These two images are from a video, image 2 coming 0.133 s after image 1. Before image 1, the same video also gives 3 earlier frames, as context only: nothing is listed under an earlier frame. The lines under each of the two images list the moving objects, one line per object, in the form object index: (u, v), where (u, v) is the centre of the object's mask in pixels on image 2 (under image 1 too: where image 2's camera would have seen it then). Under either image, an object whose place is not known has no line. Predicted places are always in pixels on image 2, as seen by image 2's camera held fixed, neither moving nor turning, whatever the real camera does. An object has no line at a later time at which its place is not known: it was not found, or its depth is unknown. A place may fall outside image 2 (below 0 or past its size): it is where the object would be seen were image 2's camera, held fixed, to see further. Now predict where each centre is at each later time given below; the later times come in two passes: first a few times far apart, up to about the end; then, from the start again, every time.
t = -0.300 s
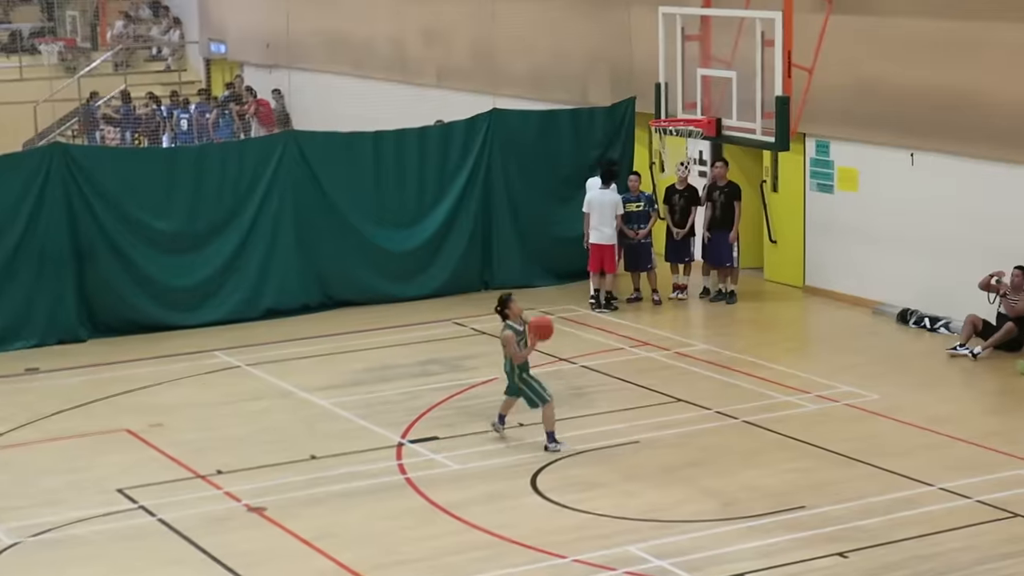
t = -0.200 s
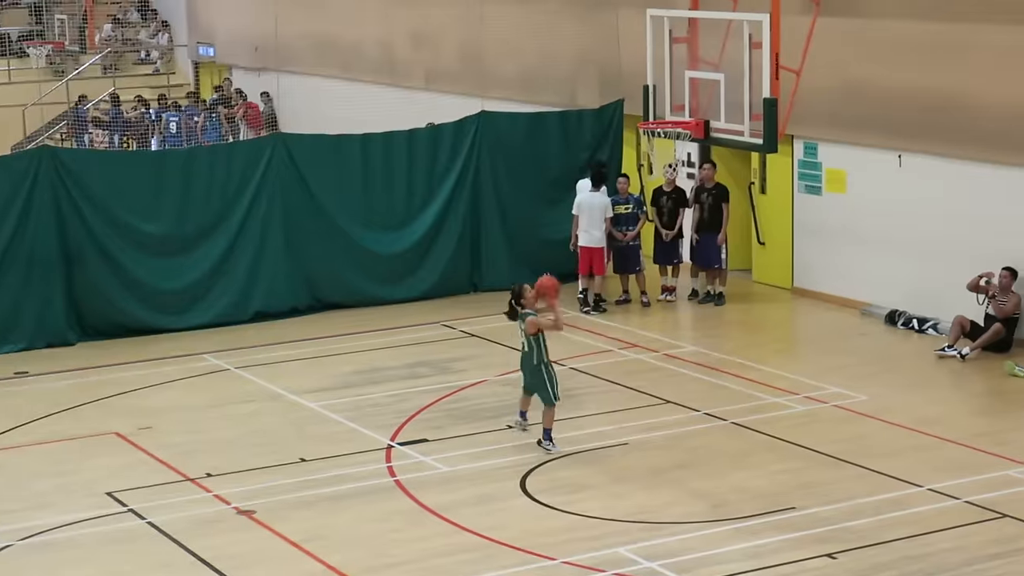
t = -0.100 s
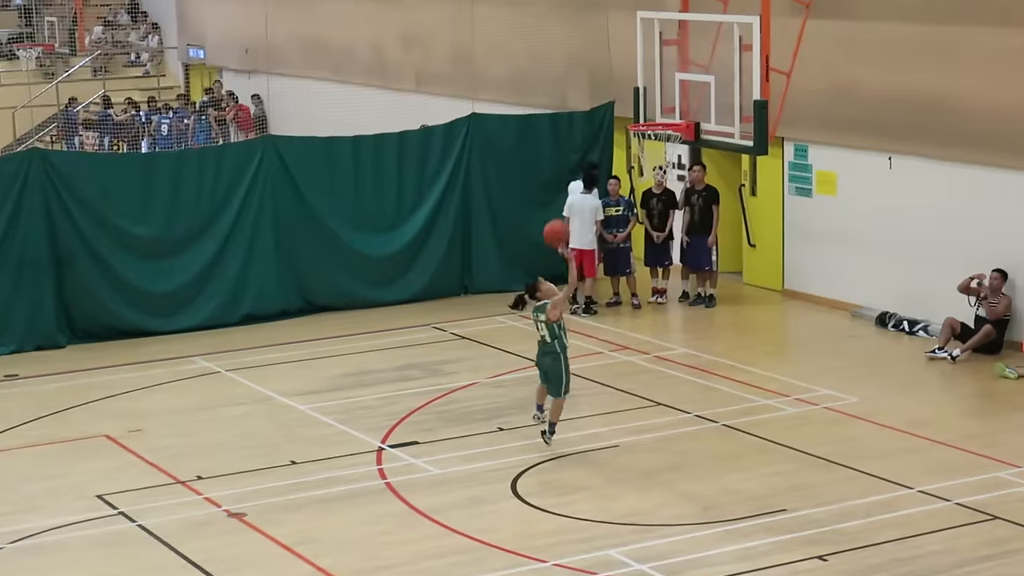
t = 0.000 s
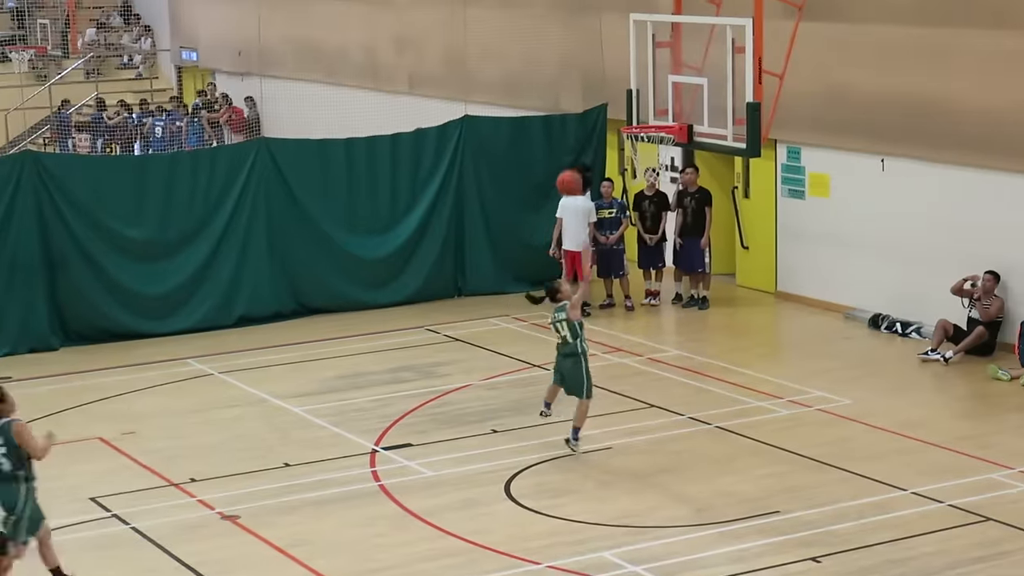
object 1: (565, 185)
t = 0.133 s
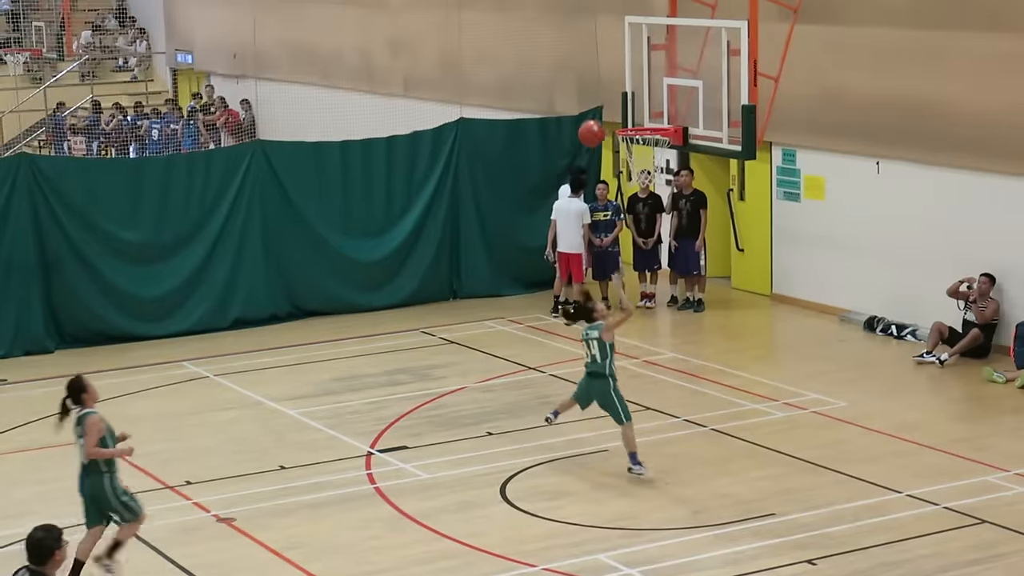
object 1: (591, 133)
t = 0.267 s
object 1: (621, 101)
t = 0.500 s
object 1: (669, 91)
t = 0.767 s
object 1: (653, 107)
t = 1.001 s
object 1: (625, 130)
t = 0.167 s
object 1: (598, 123)
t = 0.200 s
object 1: (605, 115)
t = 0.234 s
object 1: (613, 107)
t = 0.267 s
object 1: (621, 101)
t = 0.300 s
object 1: (627, 95)
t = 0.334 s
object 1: (634, 92)
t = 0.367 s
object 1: (641, 89)
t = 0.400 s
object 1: (648, 87)
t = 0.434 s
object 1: (655, 87)
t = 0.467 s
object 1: (663, 89)
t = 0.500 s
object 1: (669, 91)
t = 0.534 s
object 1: (669, 95)
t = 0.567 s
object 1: (669, 100)
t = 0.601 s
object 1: (669, 107)
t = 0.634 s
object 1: (669, 115)
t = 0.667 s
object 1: (666, 114)
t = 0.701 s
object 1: (663, 110)
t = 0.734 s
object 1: (658, 108)
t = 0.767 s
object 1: (653, 107)
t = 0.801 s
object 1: (650, 107)
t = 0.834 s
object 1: (645, 109)
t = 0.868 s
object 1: (642, 112)
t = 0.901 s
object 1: (637, 117)
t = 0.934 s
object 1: (632, 122)
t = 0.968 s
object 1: (629, 126)
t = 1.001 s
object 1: (625, 130)
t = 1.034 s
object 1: (622, 136)
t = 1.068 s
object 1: (618, 142)
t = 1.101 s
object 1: (615, 152)
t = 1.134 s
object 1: (611, 162)
